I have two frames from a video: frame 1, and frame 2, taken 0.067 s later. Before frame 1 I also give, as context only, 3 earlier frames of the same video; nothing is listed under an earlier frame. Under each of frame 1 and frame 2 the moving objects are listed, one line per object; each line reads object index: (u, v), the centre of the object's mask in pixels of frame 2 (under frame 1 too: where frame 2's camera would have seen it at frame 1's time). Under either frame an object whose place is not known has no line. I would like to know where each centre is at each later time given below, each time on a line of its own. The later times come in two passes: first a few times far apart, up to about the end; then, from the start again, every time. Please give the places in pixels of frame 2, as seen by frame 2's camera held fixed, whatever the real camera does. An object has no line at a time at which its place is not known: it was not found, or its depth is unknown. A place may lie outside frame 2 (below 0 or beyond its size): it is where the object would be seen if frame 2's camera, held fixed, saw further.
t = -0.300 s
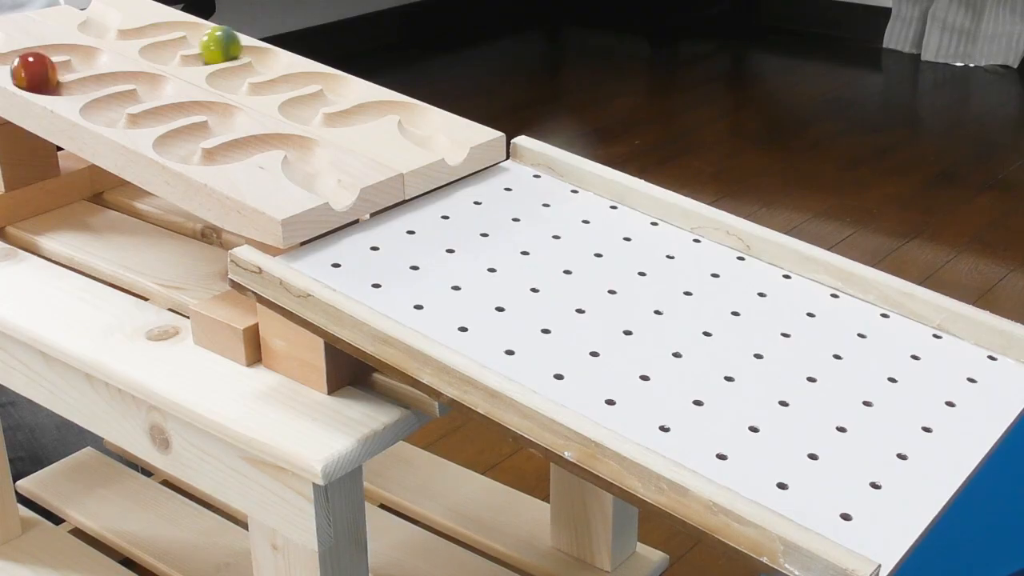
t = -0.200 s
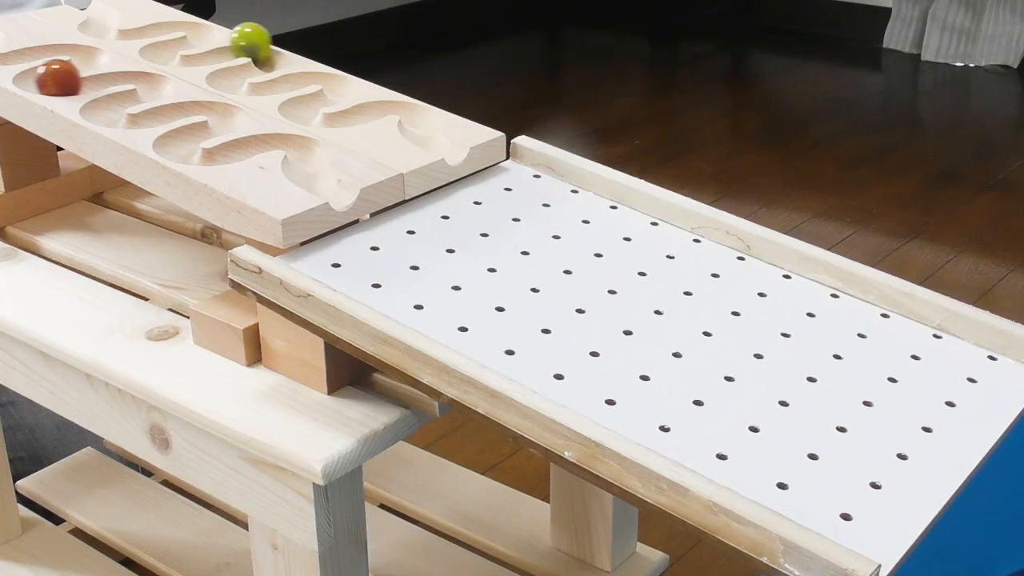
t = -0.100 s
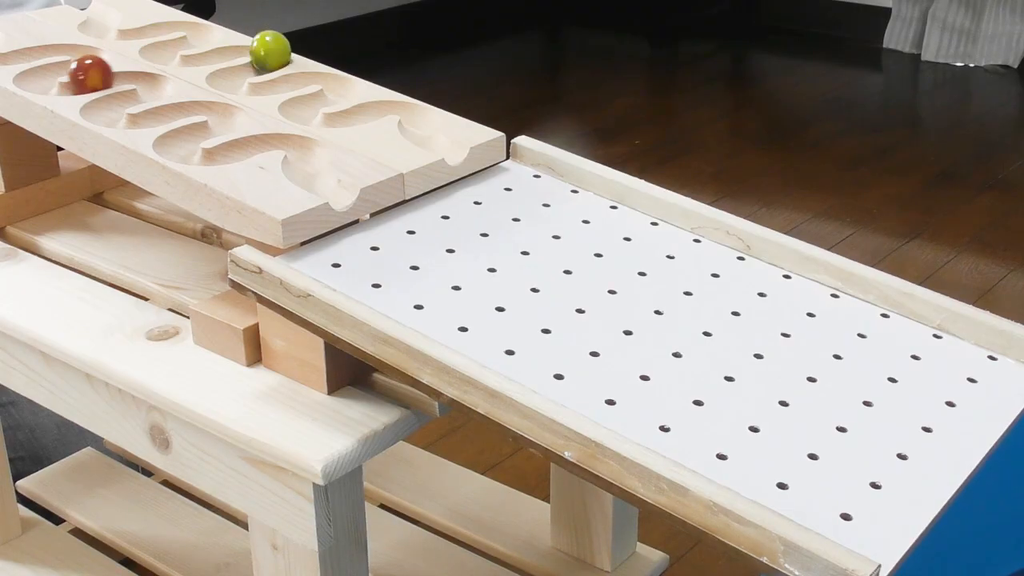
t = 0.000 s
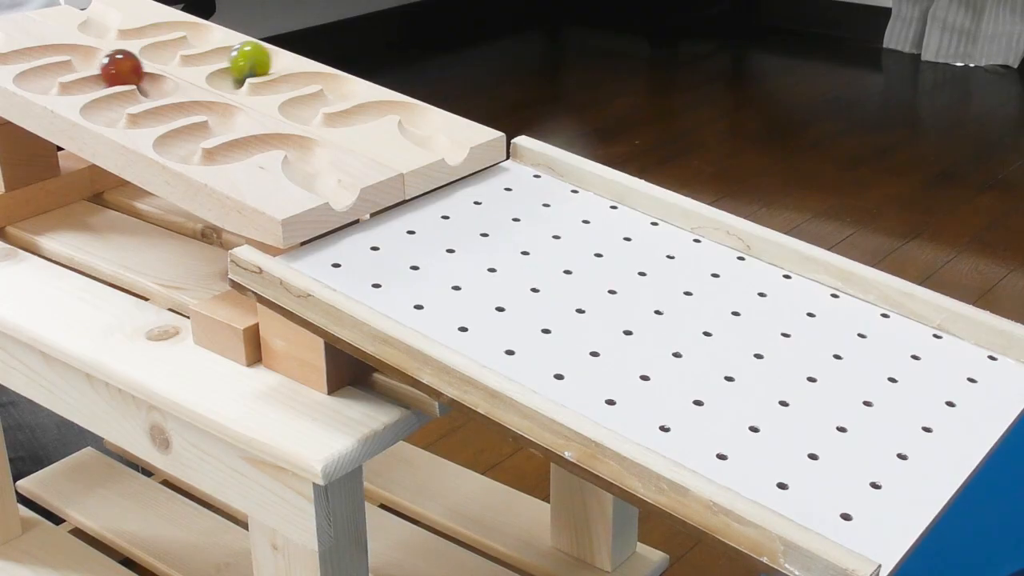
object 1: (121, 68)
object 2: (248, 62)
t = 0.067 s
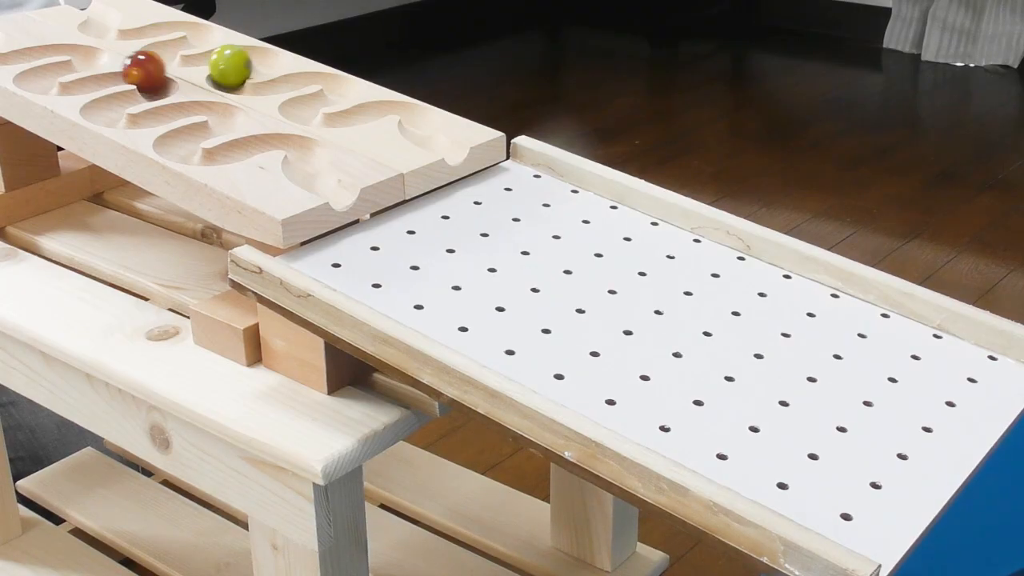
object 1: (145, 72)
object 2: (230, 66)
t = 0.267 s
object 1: (127, 89)
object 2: (269, 77)
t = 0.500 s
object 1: (127, 110)
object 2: (341, 76)
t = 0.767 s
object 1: (219, 103)
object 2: (303, 104)
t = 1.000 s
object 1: (187, 127)
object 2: (376, 99)
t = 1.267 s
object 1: (232, 142)
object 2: (425, 126)
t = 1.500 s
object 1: (309, 143)
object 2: (548, 204)
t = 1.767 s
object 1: (364, 209)
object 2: (858, 334)
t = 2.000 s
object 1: (586, 324)
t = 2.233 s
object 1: (974, 500)
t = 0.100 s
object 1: (153, 74)
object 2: (226, 69)
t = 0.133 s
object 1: (157, 78)
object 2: (227, 72)
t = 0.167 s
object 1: (154, 81)
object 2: (232, 76)
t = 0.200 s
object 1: (149, 84)
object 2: (245, 78)
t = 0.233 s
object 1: (137, 86)
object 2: (258, 78)
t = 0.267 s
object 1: (127, 89)
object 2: (269, 77)
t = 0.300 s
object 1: (117, 92)
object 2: (281, 75)
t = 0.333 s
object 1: (109, 96)
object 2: (290, 72)
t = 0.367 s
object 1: (103, 100)
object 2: (298, 70)
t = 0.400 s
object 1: (102, 103)
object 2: (309, 67)
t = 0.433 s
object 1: (105, 106)
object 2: (322, 68)
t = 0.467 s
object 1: (114, 109)
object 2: (333, 71)
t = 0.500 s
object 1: (127, 110)
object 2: (341, 76)
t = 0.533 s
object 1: (141, 110)
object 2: (342, 80)
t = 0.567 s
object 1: (151, 109)
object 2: (337, 84)
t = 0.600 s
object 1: (160, 106)
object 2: (329, 86)
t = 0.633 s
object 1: (171, 103)
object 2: (319, 90)
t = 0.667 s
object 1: (181, 100)
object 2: (309, 93)
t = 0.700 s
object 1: (193, 98)
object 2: (301, 98)
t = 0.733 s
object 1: (207, 100)
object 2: (300, 100)
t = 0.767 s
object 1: (219, 103)
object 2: (303, 104)
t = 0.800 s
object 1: (226, 107)
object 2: (311, 107)
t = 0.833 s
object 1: (229, 111)
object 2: (323, 108)
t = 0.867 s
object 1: (226, 114)
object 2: (336, 109)
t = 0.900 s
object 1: (218, 117)
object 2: (348, 107)
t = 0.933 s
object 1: (207, 120)
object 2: (359, 105)
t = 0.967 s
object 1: (196, 123)
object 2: (368, 102)
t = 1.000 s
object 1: (187, 127)
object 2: (376, 99)
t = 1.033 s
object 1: (179, 133)
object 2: (388, 97)
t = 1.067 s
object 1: (175, 136)
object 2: (402, 99)
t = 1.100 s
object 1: (178, 140)
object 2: (413, 103)
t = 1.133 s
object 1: (184, 143)
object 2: (420, 107)
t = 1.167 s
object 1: (196, 145)
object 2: (421, 111)
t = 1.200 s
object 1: (210, 146)
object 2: (419, 116)
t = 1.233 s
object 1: (223, 144)
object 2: (420, 121)
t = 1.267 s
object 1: (232, 142)
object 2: (425, 126)
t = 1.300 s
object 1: (242, 139)
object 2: (434, 130)
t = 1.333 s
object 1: (252, 136)
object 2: (448, 137)
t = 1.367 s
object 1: (265, 133)
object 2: (462, 142)
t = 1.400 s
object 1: (278, 132)
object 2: (478, 164)
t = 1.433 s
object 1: (291, 134)
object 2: (497, 178)
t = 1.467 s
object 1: (303, 139)
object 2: (522, 193)
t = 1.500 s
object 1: (309, 143)
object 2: (548, 204)
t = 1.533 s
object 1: (308, 148)
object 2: (576, 216)
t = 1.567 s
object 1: (304, 153)
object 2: (608, 230)
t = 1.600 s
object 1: (304, 159)
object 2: (641, 243)
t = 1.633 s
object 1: (309, 165)
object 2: (678, 260)
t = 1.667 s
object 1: (319, 171)
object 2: (718, 277)
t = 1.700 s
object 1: (334, 178)
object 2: (760, 294)
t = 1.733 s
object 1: (347, 184)
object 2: (806, 313)
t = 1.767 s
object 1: (364, 209)
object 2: (858, 334)
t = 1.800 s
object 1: (384, 225)
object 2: (912, 356)
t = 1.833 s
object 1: (413, 243)
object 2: (972, 380)
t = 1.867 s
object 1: (442, 258)
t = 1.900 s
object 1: (474, 272)
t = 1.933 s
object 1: (508, 288)
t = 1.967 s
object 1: (546, 305)
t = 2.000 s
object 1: (586, 324)
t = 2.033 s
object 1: (630, 343)
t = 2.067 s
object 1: (676, 363)
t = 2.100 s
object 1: (725, 387)
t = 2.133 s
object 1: (779, 410)
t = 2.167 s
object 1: (836, 437)
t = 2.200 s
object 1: (899, 466)
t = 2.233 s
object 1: (974, 500)
